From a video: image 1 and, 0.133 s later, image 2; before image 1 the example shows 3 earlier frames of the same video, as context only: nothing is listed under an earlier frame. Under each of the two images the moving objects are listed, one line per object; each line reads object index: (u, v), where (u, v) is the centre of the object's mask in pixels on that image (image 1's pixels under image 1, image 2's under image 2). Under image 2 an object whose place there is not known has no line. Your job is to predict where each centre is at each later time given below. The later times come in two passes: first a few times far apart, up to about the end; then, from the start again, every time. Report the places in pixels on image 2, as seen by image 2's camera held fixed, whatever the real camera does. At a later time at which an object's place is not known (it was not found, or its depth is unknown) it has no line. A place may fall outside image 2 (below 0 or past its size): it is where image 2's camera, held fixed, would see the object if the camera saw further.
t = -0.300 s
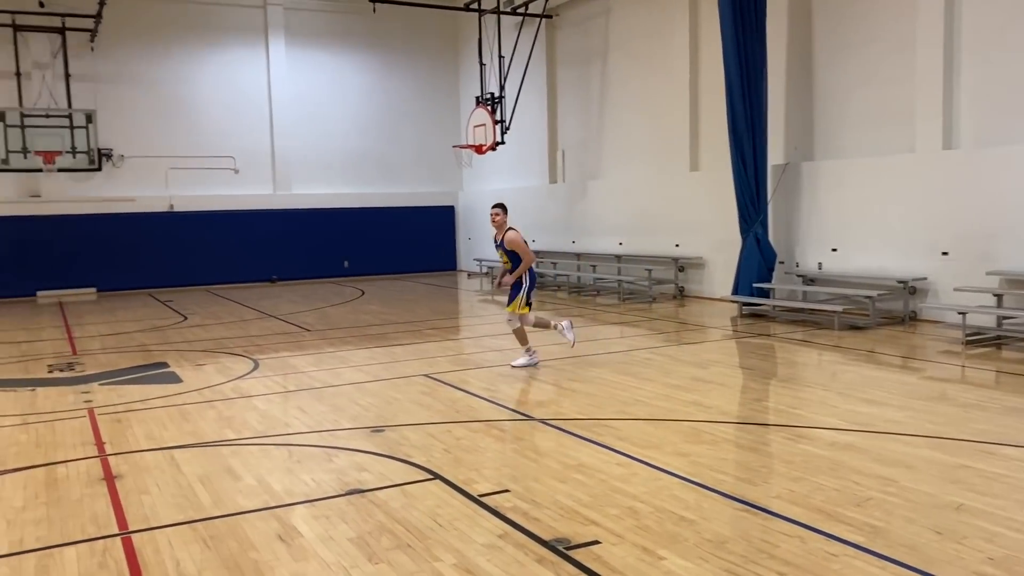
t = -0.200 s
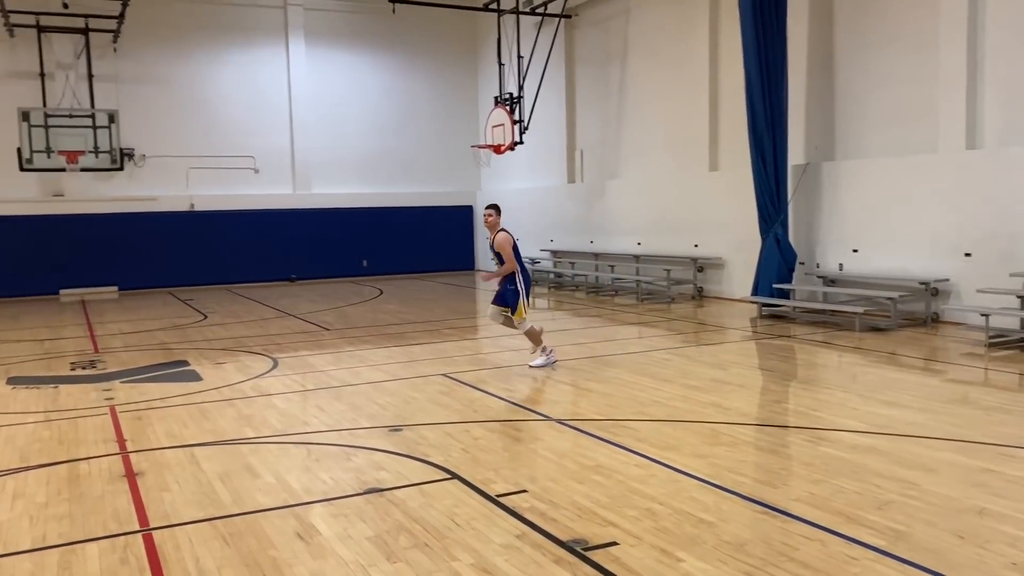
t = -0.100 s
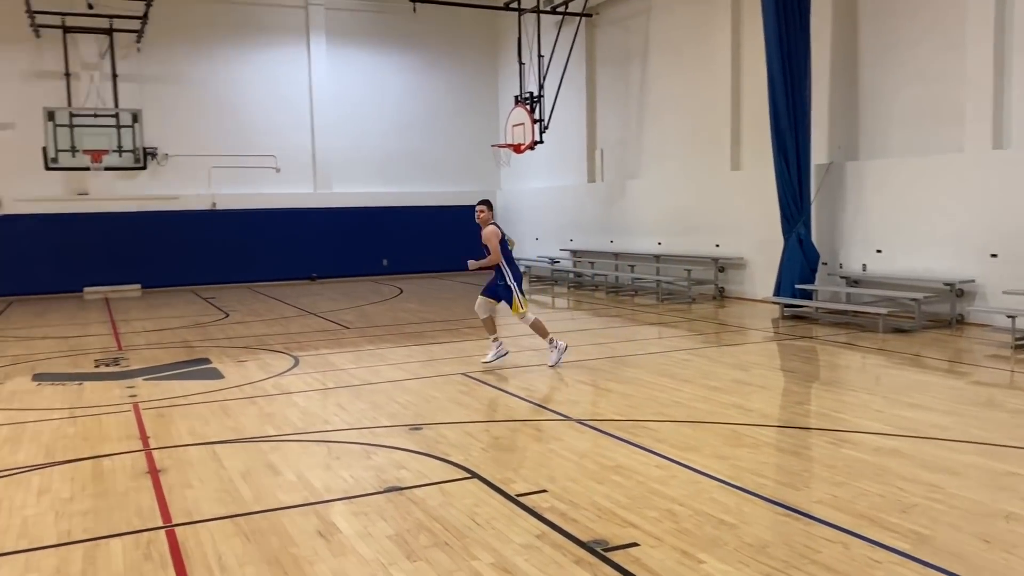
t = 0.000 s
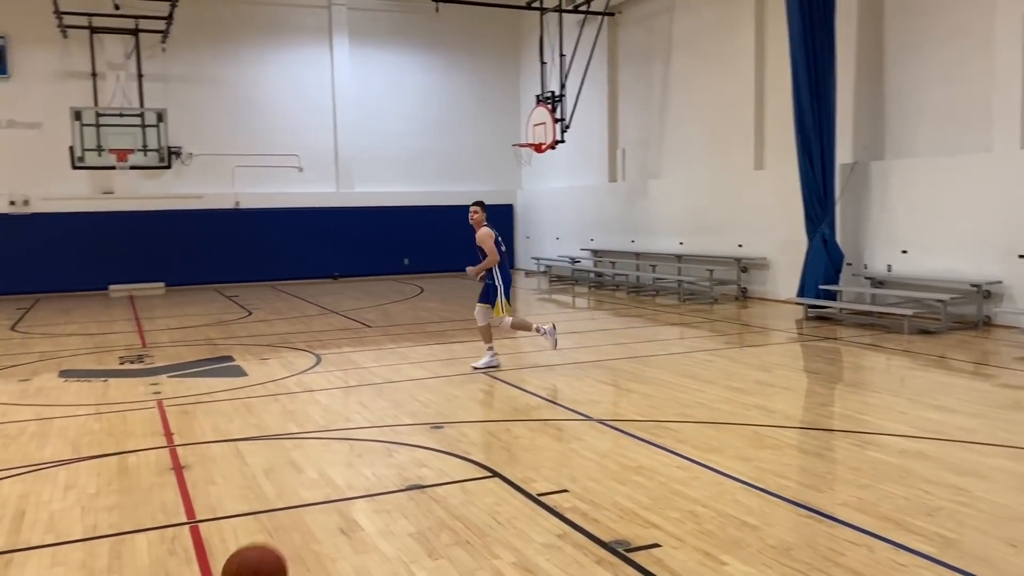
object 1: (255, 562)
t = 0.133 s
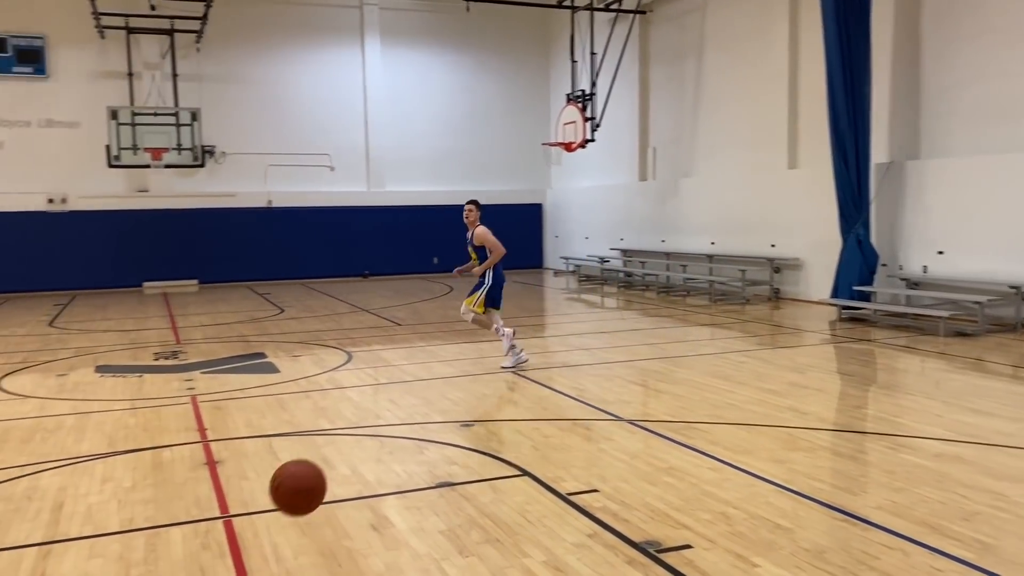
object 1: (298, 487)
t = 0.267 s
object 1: (306, 459)
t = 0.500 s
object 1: (318, 460)
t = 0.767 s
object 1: (326, 401)
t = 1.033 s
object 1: (332, 384)
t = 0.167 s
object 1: (300, 475)
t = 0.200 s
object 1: (302, 467)
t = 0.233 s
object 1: (304, 462)
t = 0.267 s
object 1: (306, 459)
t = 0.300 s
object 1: (308, 458)
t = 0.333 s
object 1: (310, 459)
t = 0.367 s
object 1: (312, 462)
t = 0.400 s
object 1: (314, 467)
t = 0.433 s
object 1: (315, 474)
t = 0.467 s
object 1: (317, 478)
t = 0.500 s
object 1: (318, 460)
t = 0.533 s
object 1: (318, 446)
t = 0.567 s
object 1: (318, 433)
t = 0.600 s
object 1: (320, 422)
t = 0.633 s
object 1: (323, 414)
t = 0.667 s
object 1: (324, 408)
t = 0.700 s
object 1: (325, 404)
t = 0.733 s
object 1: (325, 401)
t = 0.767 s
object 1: (326, 401)
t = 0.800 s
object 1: (327, 401)
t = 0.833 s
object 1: (328, 403)
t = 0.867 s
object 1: (329, 407)
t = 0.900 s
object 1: (329, 412)
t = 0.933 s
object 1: (330, 408)
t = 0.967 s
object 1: (331, 398)
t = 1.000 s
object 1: (331, 390)
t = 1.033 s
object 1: (332, 384)
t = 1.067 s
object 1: (333, 379)
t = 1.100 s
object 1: (334, 376)
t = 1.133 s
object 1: (334, 374)
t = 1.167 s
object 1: (335, 373)
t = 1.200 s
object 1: (336, 373)
